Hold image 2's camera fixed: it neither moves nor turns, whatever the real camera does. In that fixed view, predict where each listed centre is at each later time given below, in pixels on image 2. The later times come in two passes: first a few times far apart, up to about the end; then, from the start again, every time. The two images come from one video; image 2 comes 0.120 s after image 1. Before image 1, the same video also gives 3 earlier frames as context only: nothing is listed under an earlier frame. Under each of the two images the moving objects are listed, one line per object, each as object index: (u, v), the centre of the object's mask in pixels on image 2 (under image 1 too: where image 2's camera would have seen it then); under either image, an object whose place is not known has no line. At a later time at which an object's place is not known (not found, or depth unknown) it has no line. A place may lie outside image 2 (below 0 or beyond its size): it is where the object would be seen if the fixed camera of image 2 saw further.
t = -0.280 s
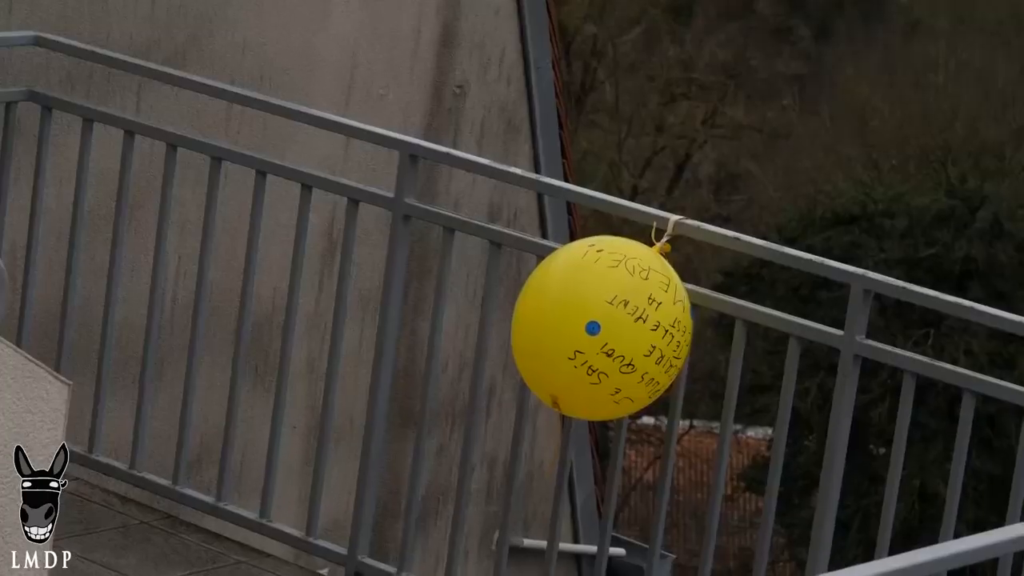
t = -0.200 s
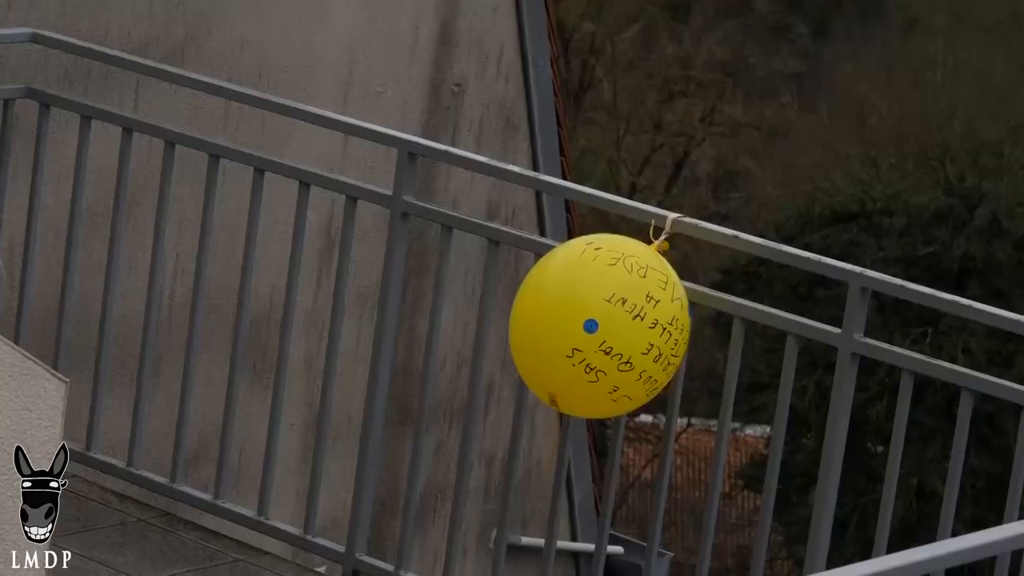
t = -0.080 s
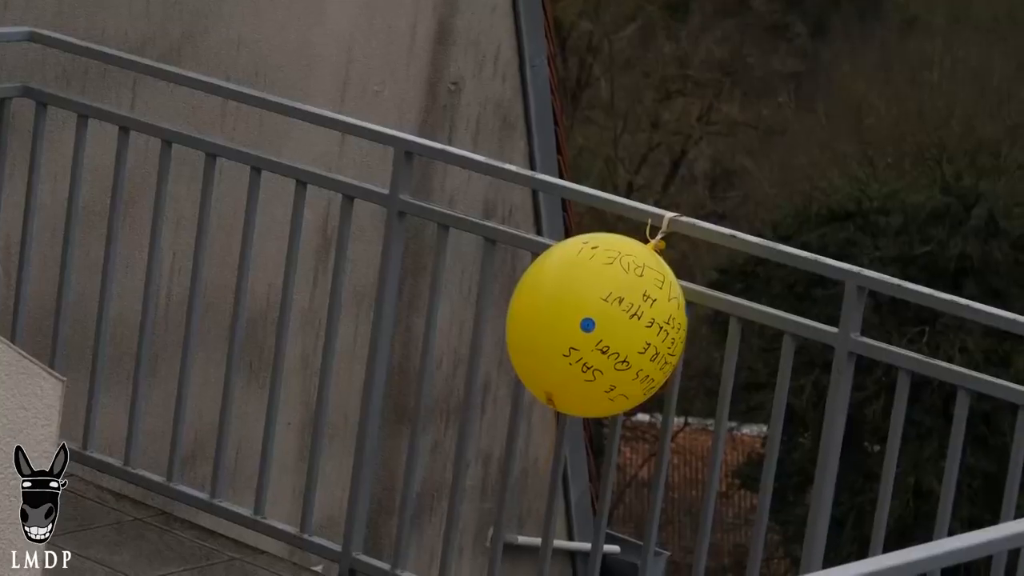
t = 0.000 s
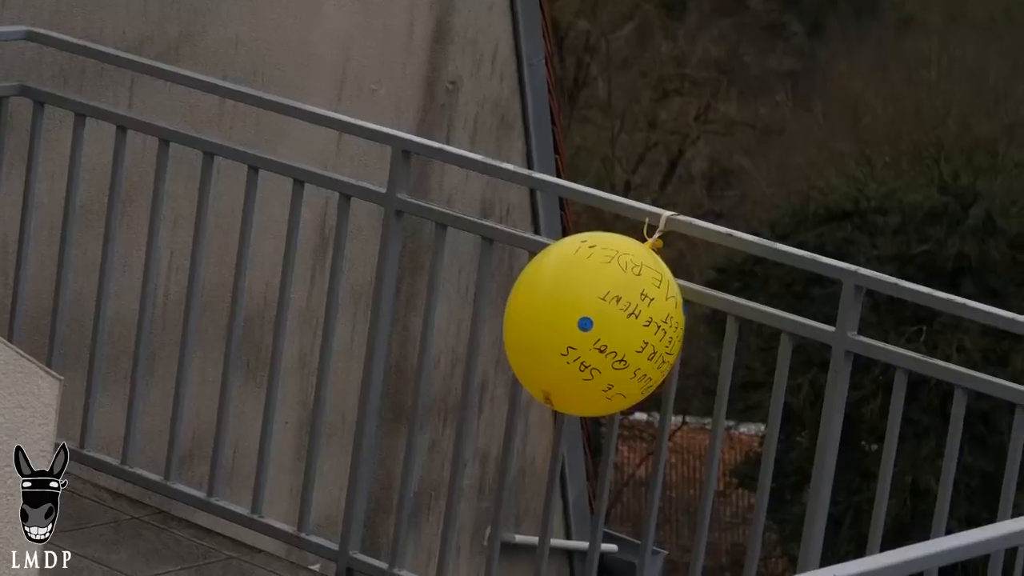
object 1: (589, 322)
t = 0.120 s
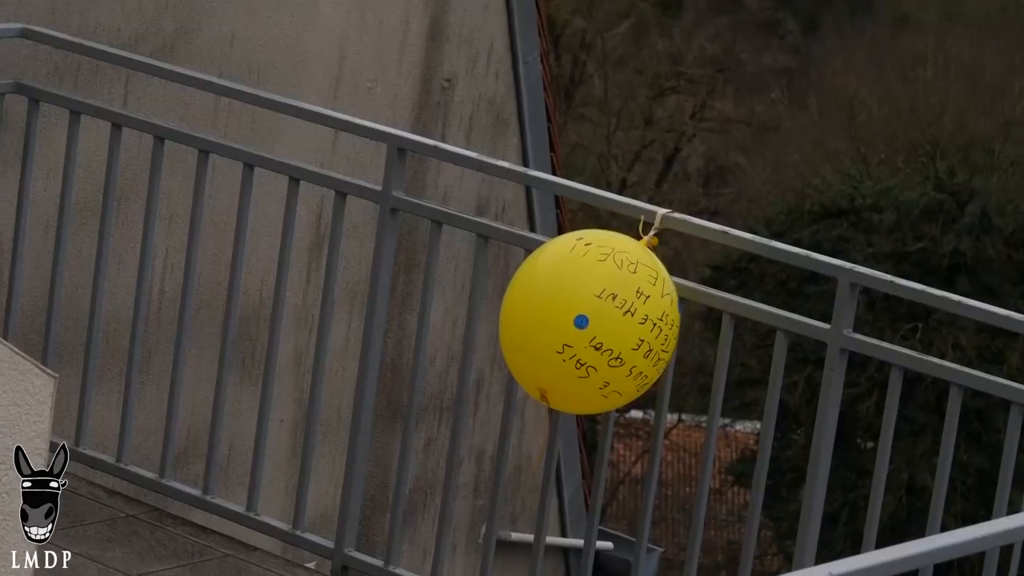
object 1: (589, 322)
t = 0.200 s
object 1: (590, 322)
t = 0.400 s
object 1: (590, 322)
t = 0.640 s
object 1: (589, 322)
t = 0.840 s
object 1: (589, 322)
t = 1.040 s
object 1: (589, 322)
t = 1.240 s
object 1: (592, 323)
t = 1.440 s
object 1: (596, 324)
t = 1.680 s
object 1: (601, 325)
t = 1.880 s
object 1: (604, 325)
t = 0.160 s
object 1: (589, 321)
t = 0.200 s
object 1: (590, 322)
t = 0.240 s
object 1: (590, 322)
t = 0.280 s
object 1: (590, 322)
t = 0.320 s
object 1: (590, 322)
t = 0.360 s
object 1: (590, 322)
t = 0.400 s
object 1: (590, 322)
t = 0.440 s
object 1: (590, 322)
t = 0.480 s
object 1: (590, 322)
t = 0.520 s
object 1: (590, 322)
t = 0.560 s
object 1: (590, 322)
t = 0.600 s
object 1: (590, 322)
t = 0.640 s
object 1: (589, 322)
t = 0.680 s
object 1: (589, 322)
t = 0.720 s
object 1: (589, 322)
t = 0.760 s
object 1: (589, 322)
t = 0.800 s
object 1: (589, 322)
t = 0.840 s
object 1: (589, 322)
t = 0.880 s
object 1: (589, 322)
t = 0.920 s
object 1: (589, 322)
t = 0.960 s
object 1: (589, 322)
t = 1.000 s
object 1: (589, 322)
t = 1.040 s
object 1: (589, 322)
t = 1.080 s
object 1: (590, 322)
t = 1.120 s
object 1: (590, 322)
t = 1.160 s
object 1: (590, 323)
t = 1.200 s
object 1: (591, 323)
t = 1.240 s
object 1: (592, 323)
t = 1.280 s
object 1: (592, 323)
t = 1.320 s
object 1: (593, 323)
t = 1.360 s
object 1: (594, 324)
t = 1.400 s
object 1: (595, 324)
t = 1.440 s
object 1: (596, 324)
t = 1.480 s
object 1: (597, 324)
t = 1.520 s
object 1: (598, 325)
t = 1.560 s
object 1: (599, 325)
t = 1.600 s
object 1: (600, 325)
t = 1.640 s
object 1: (600, 325)
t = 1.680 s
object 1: (601, 325)
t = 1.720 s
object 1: (602, 325)
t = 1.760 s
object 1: (602, 325)
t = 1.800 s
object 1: (603, 325)
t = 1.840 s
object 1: (603, 325)
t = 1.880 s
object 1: (604, 325)
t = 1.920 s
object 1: (604, 325)
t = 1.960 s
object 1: (604, 325)
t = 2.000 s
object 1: (604, 325)
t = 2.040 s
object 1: (604, 325)
